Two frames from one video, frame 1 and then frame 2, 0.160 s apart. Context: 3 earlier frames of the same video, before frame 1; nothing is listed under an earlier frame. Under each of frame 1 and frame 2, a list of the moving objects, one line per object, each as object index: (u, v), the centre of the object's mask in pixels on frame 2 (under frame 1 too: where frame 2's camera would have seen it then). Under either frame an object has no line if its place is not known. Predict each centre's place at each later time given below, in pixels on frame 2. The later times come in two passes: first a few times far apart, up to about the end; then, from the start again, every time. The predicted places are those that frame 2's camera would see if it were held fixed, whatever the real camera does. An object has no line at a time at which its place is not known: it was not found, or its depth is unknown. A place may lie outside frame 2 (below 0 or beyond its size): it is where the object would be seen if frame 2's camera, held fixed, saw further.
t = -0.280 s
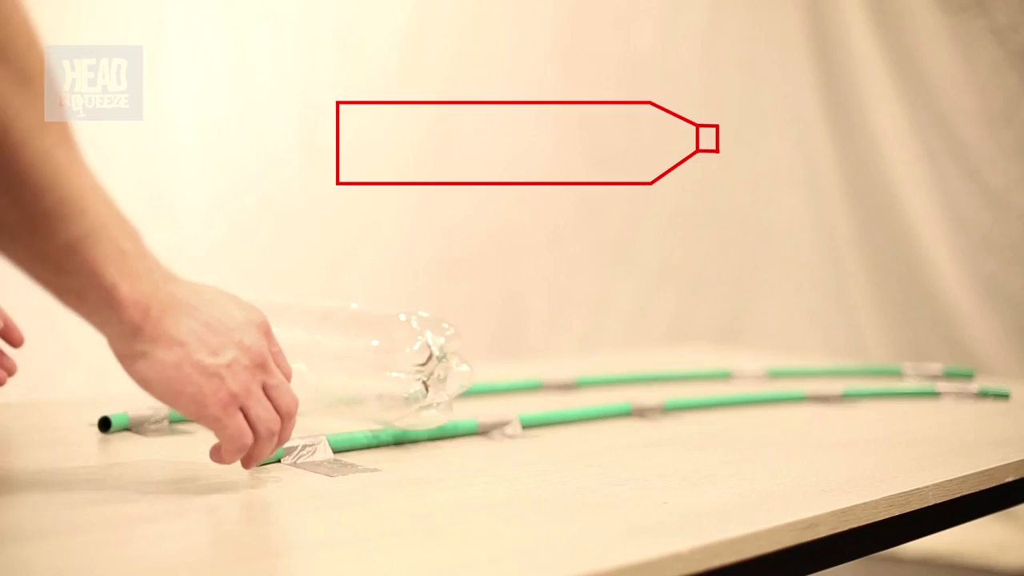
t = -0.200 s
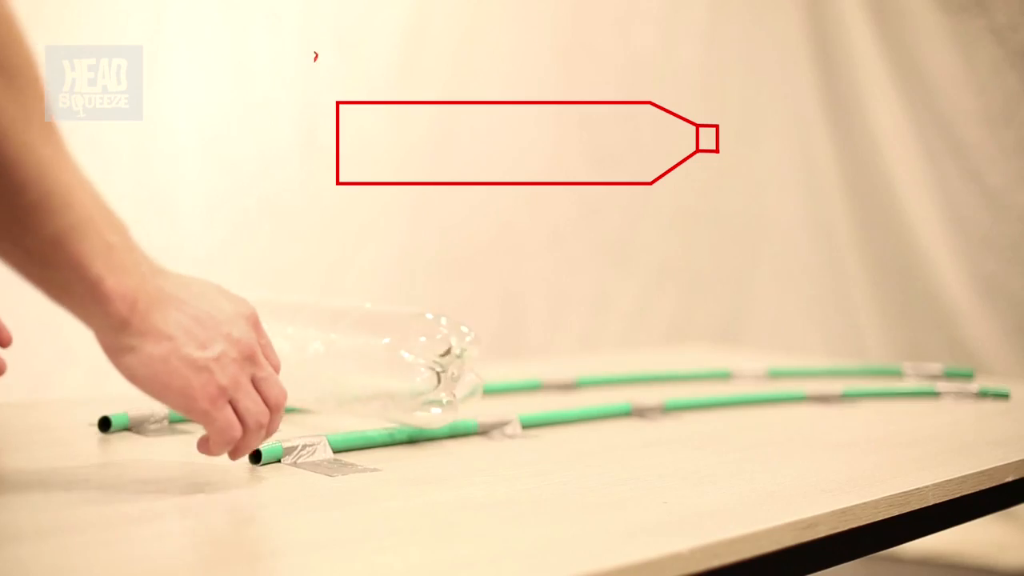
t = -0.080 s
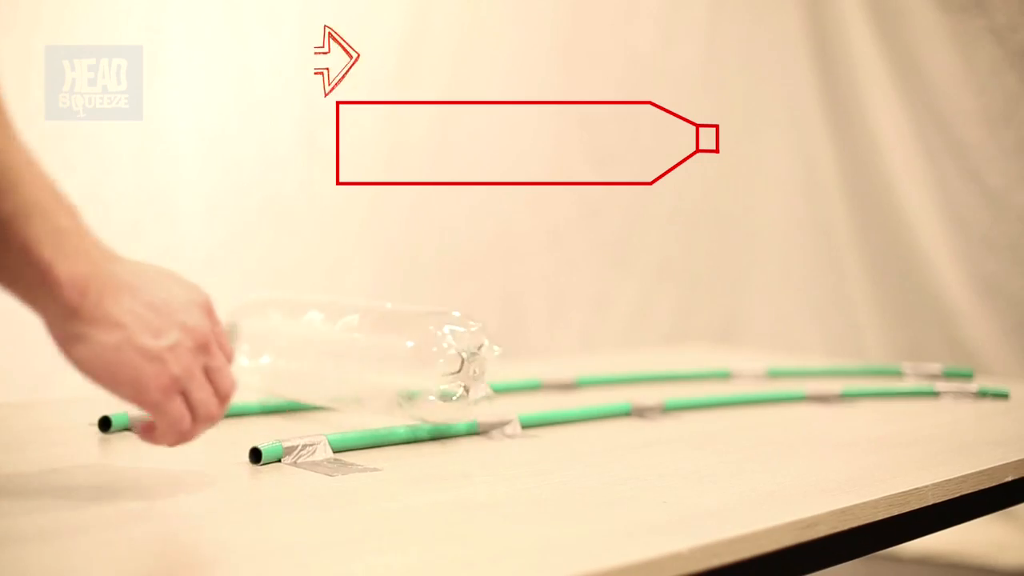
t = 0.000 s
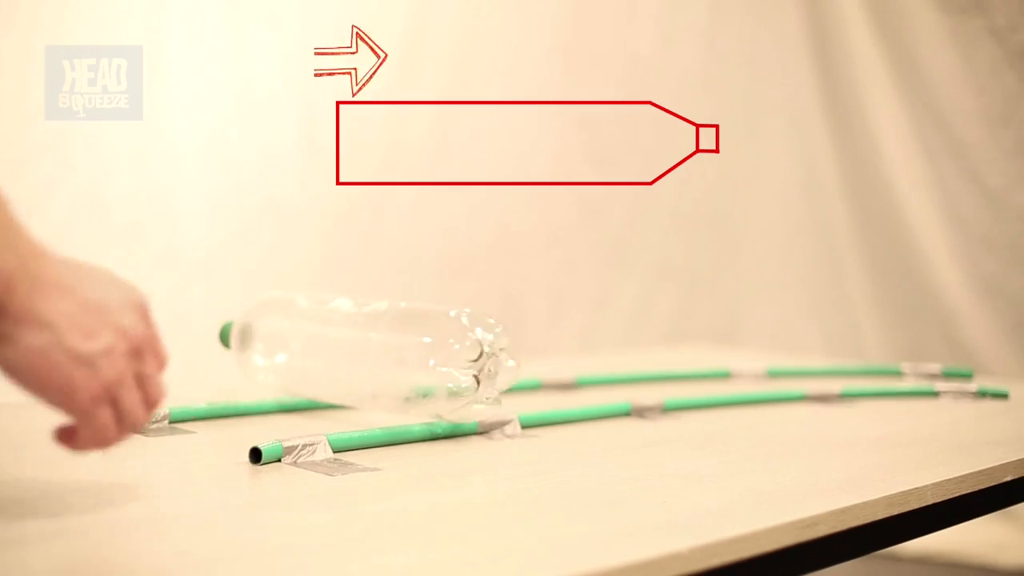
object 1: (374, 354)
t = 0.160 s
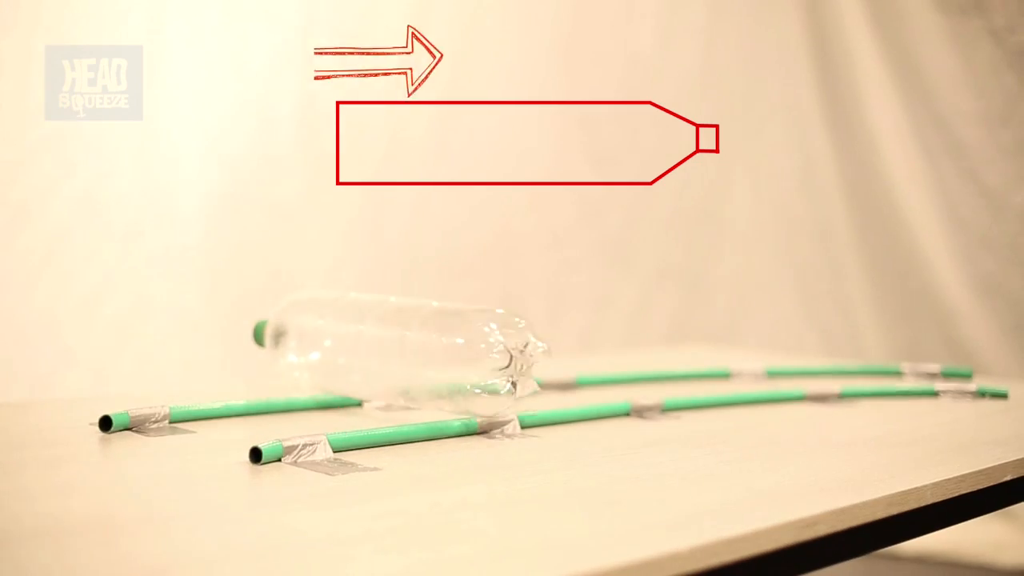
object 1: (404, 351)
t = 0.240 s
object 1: (423, 350)
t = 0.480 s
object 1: (480, 346)
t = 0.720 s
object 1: (539, 340)
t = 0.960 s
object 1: (595, 337)
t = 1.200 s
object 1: (653, 333)
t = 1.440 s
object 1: (712, 332)
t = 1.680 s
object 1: (771, 329)
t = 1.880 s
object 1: (825, 328)
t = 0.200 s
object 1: (413, 351)
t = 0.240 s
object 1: (423, 350)
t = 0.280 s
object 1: (432, 350)
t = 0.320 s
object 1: (440, 349)
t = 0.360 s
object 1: (446, 348)
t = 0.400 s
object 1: (460, 347)
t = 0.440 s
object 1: (470, 347)
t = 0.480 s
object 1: (480, 346)
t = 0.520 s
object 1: (489, 344)
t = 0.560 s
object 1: (501, 344)
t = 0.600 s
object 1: (511, 343)
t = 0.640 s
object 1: (521, 342)
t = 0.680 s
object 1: (529, 341)
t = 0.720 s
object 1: (539, 340)
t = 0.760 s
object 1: (548, 340)
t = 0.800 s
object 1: (557, 339)
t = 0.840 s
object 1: (566, 339)
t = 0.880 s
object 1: (574, 338)
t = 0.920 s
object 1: (585, 337)
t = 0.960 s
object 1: (595, 337)
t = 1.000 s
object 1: (605, 336)
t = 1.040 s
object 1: (614, 336)
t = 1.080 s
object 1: (625, 336)
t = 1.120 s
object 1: (634, 336)
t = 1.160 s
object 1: (642, 334)
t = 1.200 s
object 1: (653, 333)
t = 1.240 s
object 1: (663, 334)
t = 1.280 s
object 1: (673, 334)
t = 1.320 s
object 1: (681, 331)
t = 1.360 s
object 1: (692, 332)
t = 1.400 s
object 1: (702, 332)
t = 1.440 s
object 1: (712, 332)
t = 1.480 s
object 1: (723, 332)
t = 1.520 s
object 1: (730, 331)
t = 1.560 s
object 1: (740, 331)
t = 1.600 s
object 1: (750, 331)
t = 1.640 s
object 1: (761, 329)
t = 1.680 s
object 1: (771, 329)
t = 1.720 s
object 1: (781, 329)
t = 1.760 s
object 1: (792, 329)
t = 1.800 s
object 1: (802, 329)
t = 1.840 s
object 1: (813, 328)
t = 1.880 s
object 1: (825, 328)
